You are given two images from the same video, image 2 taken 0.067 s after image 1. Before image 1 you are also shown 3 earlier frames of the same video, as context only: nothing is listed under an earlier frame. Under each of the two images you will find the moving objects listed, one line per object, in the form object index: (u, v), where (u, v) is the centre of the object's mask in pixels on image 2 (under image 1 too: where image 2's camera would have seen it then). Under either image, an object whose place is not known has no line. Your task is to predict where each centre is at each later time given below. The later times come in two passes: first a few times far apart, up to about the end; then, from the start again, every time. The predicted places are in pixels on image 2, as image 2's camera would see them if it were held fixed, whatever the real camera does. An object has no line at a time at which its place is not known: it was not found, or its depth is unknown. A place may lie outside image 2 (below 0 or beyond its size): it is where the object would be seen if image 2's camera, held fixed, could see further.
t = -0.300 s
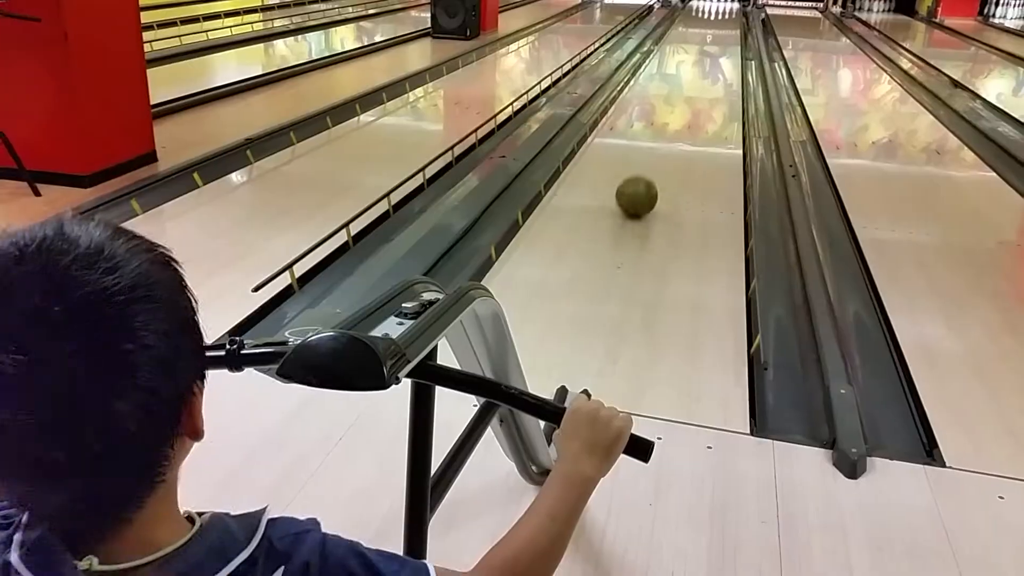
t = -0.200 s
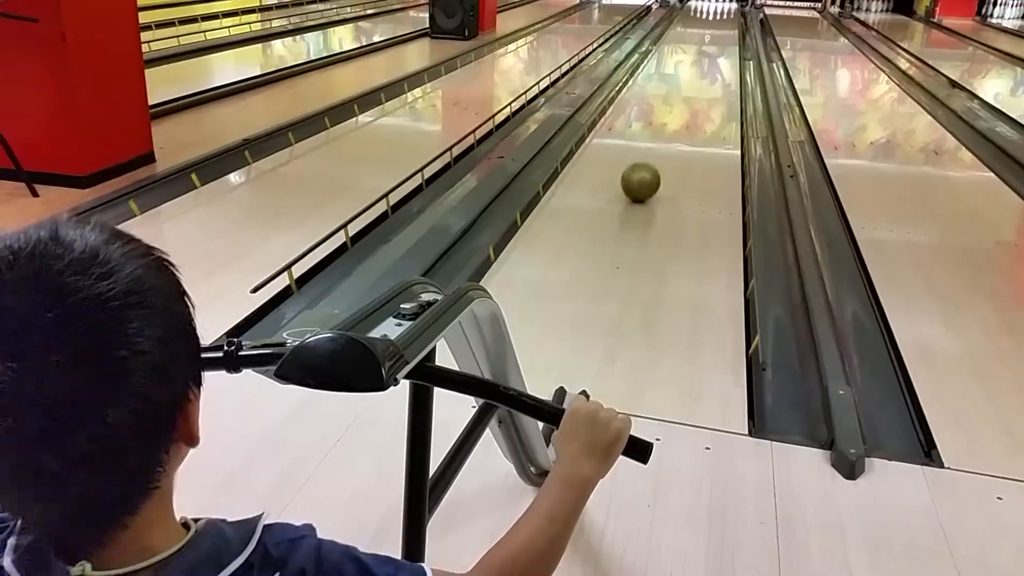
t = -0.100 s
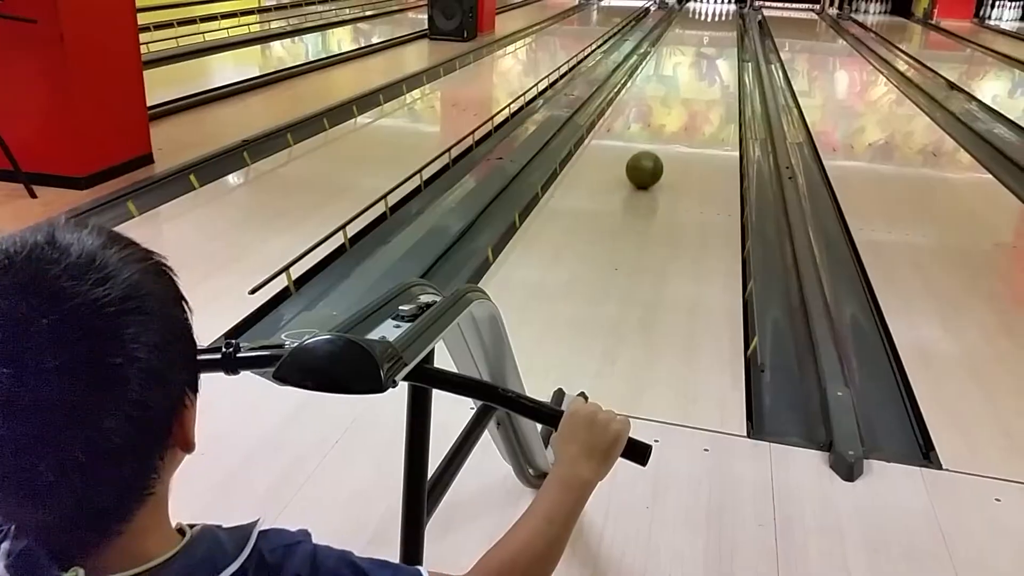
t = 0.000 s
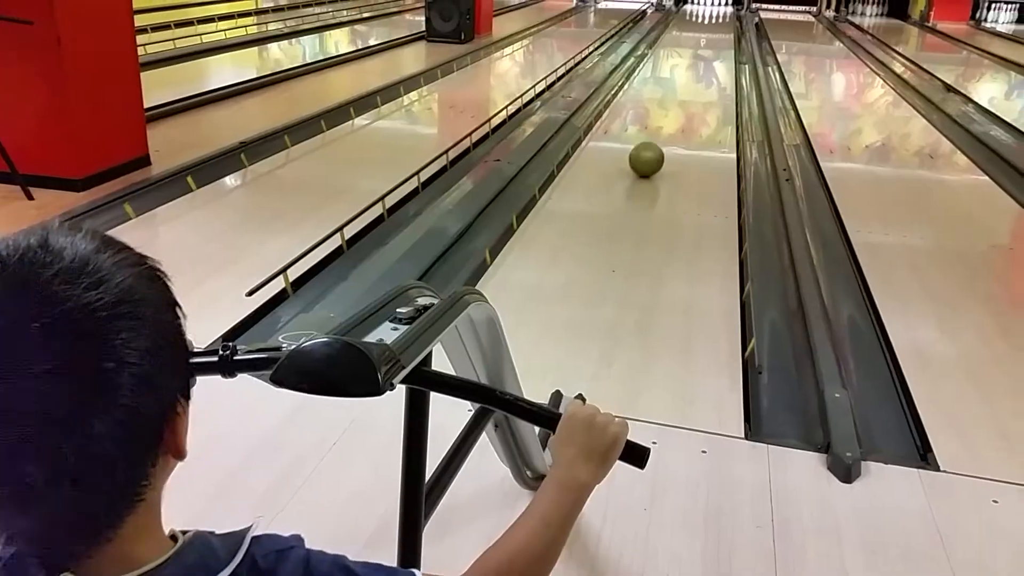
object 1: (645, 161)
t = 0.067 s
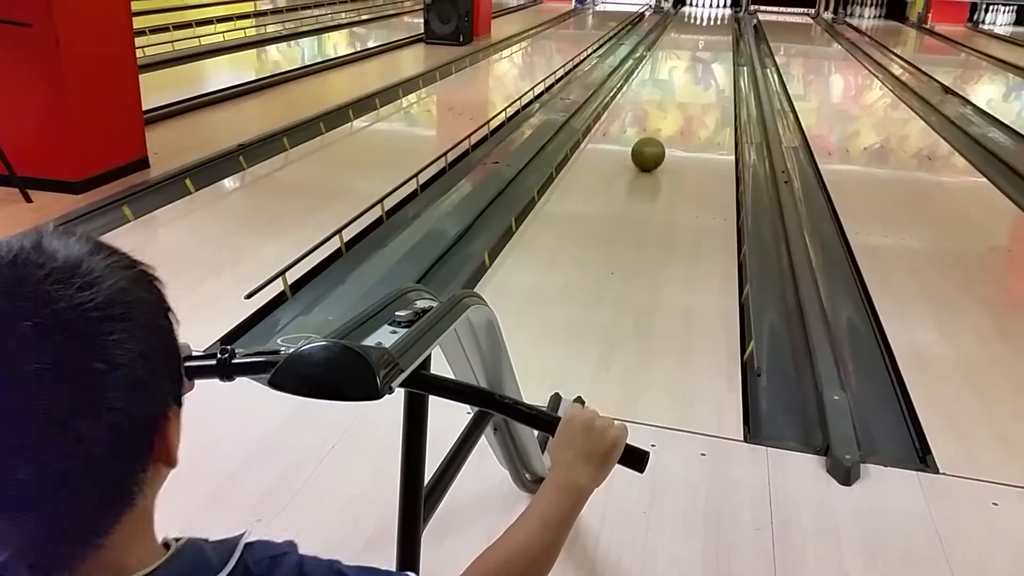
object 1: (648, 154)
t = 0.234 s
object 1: (654, 137)
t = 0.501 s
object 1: (663, 115)
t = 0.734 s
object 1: (669, 100)
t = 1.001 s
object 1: (675, 86)
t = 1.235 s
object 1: (680, 75)
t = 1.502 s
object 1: (684, 65)
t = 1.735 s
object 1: (688, 58)
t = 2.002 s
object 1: (691, 50)
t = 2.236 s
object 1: (694, 45)
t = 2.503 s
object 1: (696, 40)
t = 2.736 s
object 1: (699, 35)
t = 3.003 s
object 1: (701, 30)
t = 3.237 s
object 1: (703, 27)
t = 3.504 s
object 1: (705, 23)
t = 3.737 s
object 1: (707, 20)
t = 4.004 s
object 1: (709, 17)
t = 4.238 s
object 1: (711, 14)
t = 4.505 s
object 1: (713, 11)
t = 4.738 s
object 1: (714, 9)
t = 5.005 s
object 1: (715, 7)
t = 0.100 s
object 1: (649, 150)
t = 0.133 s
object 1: (650, 147)
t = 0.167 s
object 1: (652, 143)
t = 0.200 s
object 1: (653, 140)
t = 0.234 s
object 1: (654, 137)
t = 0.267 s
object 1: (656, 134)
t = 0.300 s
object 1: (657, 131)
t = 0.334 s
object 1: (658, 128)
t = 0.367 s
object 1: (659, 126)
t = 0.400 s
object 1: (660, 123)
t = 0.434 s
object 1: (661, 120)
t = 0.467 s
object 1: (662, 118)
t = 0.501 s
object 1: (663, 115)
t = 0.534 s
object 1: (664, 113)
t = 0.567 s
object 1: (665, 111)
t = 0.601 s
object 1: (666, 108)
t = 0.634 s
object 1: (667, 106)
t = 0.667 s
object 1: (667, 104)
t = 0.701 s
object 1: (668, 102)
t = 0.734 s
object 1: (669, 100)
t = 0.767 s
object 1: (670, 98)
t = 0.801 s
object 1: (671, 96)
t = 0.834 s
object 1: (672, 95)
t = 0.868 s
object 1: (672, 93)
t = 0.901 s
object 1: (673, 91)
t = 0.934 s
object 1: (674, 89)
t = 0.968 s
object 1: (674, 88)
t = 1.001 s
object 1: (675, 86)
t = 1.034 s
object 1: (676, 84)
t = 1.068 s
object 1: (676, 83)
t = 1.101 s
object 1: (677, 81)
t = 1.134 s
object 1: (678, 80)
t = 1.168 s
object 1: (679, 78)
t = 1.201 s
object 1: (679, 77)
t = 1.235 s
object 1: (680, 75)
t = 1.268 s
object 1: (680, 74)
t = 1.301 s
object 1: (681, 73)
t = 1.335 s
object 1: (681, 71)
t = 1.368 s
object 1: (682, 70)
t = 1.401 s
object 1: (683, 69)
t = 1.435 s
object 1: (683, 67)
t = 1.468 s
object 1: (684, 66)
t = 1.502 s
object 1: (684, 65)
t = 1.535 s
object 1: (685, 64)
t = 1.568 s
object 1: (685, 63)
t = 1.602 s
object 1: (686, 62)
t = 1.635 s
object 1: (686, 61)
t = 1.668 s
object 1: (687, 60)
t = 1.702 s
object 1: (687, 58)
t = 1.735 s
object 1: (688, 58)
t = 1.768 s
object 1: (688, 57)
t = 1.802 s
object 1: (689, 56)
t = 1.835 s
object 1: (689, 55)
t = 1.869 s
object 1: (689, 54)
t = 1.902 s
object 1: (690, 53)
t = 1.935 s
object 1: (690, 52)
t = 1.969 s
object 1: (691, 51)
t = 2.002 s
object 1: (691, 50)
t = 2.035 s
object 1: (691, 49)
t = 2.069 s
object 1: (692, 48)
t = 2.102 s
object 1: (692, 47)
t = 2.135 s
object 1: (693, 47)
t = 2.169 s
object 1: (693, 46)
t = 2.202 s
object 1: (693, 45)
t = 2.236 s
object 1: (694, 45)
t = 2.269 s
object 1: (694, 44)
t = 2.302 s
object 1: (695, 43)
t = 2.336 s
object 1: (695, 42)
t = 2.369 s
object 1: (695, 42)
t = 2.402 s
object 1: (695, 41)
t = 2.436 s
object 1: (696, 41)
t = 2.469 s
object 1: (696, 40)
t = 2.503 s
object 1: (696, 40)
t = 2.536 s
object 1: (696, 39)
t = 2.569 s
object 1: (697, 38)
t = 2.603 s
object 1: (697, 37)
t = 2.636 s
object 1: (698, 37)
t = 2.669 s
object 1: (698, 36)
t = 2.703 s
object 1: (698, 36)
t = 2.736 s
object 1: (699, 35)
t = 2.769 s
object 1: (699, 35)
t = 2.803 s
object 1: (699, 34)
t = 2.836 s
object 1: (700, 34)
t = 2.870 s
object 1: (700, 33)
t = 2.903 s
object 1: (700, 32)
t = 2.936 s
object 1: (701, 32)
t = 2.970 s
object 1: (701, 31)
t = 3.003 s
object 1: (701, 30)
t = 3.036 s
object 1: (701, 30)
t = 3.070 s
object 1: (702, 29)
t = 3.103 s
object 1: (702, 29)
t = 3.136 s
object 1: (702, 28)
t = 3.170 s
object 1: (702, 27)
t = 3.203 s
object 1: (703, 27)
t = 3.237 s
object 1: (703, 27)
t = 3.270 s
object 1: (703, 26)
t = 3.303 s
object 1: (704, 25)
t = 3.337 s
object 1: (704, 25)
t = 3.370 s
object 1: (704, 25)
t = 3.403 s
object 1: (704, 24)
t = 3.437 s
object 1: (705, 24)
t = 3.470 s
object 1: (705, 23)
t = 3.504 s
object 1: (705, 23)
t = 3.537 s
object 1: (705, 23)
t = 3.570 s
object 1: (705, 22)
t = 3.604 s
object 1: (706, 22)
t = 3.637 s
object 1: (707, 21)
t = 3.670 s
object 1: (707, 21)
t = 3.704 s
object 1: (707, 20)
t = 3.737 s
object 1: (707, 20)
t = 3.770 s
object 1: (708, 20)
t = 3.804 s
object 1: (709, 20)
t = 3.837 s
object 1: (709, 19)
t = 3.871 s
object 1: (709, 18)
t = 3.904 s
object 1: (709, 18)
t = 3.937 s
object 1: (709, 18)
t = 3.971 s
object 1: (710, 17)
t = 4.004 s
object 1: (709, 17)
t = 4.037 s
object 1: (710, 17)
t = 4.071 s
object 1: (710, 16)
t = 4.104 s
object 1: (710, 16)
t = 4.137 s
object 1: (710, 16)
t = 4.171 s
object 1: (710, 15)
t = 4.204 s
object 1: (711, 15)
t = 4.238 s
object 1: (711, 14)
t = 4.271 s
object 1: (711, 14)
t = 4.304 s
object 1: (711, 13)
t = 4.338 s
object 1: (711, 13)
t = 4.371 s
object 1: (712, 13)
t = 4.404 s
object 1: (712, 13)
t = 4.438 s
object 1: (712, 12)
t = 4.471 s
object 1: (712, 12)
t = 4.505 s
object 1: (713, 11)
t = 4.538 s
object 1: (713, 11)
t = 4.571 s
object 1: (713, 11)
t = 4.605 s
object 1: (713, 10)
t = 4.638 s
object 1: (713, 10)
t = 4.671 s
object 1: (713, 10)
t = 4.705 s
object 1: (714, 9)
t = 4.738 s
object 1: (714, 9)
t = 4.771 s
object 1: (714, 9)
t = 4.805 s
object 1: (715, 9)
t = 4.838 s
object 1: (715, 8)
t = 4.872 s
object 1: (715, 8)
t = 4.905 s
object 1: (715, 8)
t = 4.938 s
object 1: (715, 7)
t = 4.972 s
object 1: (715, 7)
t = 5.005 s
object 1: (715, 7)
